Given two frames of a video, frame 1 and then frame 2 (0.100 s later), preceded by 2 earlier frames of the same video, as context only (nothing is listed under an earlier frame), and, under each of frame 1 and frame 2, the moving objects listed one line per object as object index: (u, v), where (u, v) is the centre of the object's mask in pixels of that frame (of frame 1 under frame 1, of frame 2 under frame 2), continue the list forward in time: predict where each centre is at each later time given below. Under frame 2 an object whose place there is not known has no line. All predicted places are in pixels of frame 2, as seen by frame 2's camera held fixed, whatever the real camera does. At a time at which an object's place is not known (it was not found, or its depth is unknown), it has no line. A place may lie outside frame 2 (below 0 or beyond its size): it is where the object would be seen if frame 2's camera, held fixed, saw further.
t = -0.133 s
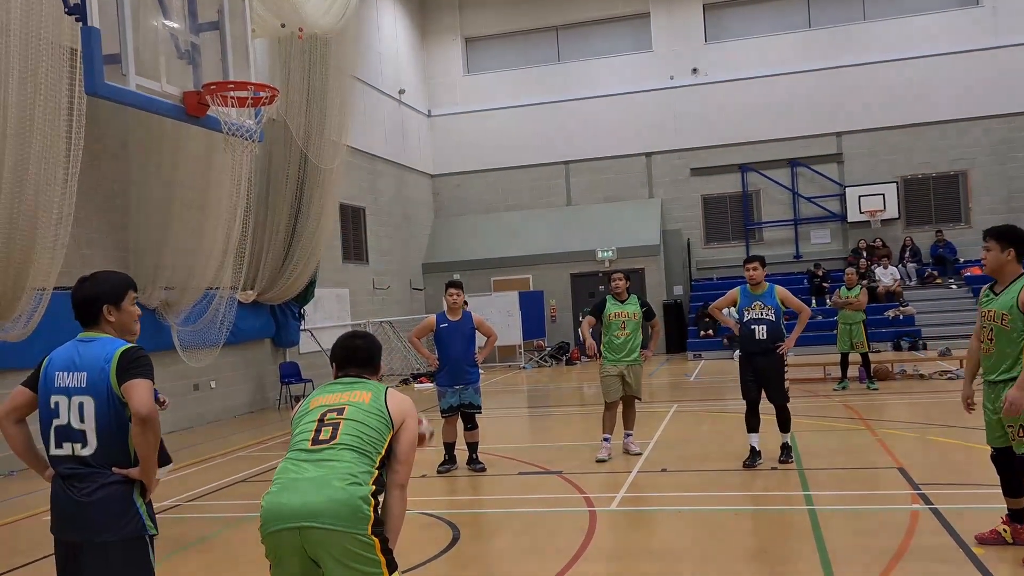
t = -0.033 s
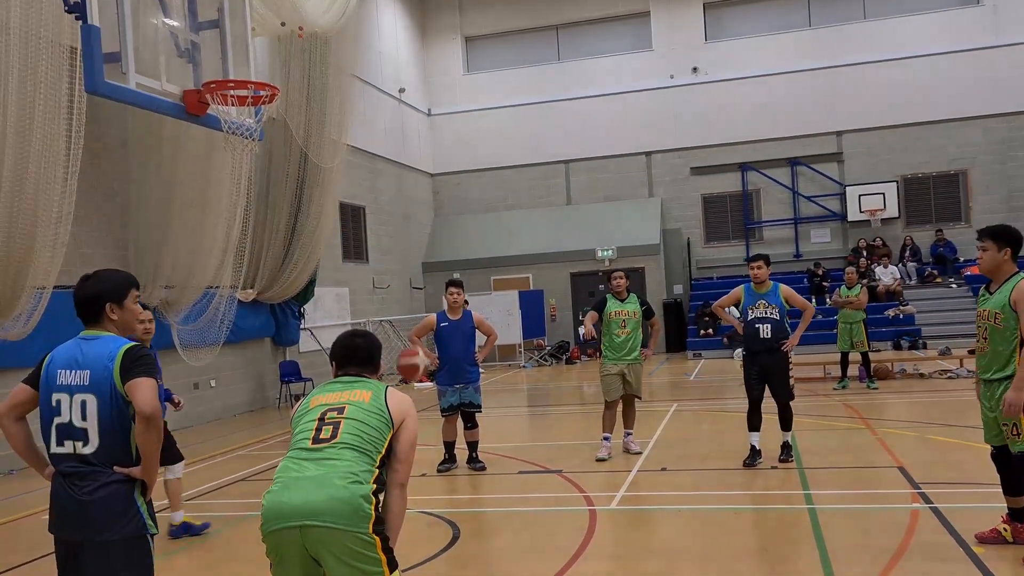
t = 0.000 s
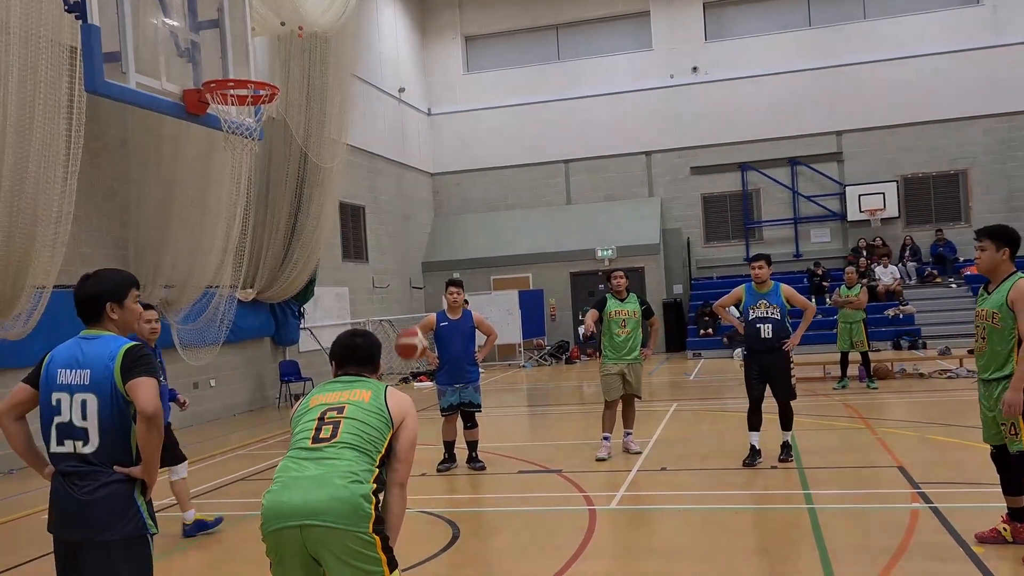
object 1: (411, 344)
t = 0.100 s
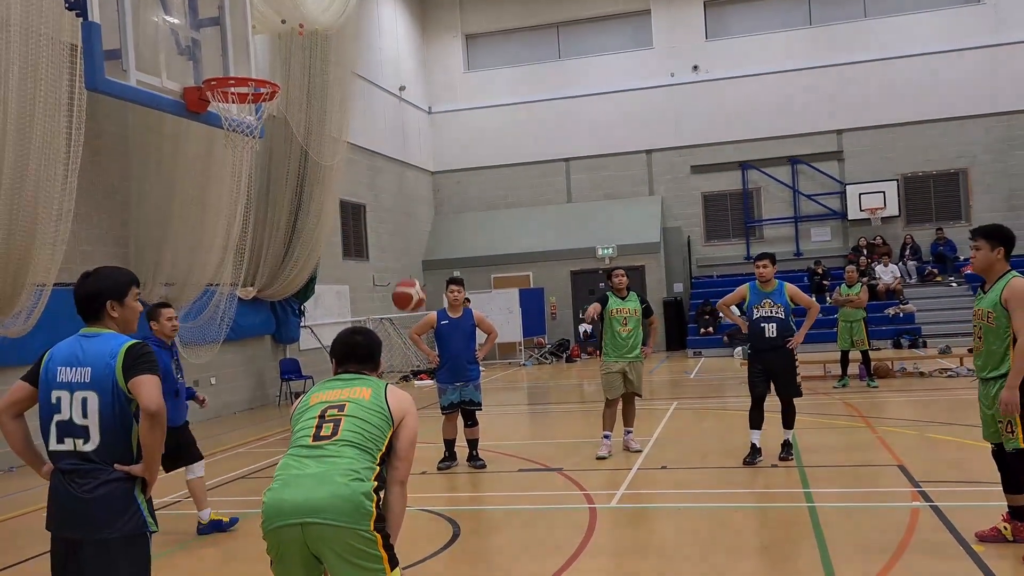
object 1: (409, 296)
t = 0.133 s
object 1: (408, 283)
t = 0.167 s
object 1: (407, 272)
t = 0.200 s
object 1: (406, 263)
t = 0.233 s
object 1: (406, 255)
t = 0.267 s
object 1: (405, 249)
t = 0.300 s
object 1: (405, 243)
